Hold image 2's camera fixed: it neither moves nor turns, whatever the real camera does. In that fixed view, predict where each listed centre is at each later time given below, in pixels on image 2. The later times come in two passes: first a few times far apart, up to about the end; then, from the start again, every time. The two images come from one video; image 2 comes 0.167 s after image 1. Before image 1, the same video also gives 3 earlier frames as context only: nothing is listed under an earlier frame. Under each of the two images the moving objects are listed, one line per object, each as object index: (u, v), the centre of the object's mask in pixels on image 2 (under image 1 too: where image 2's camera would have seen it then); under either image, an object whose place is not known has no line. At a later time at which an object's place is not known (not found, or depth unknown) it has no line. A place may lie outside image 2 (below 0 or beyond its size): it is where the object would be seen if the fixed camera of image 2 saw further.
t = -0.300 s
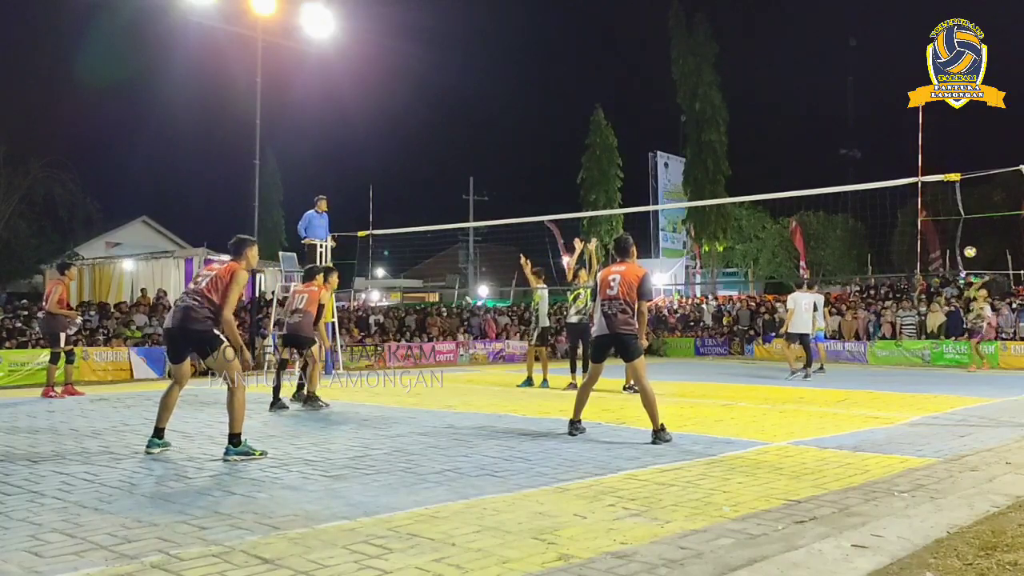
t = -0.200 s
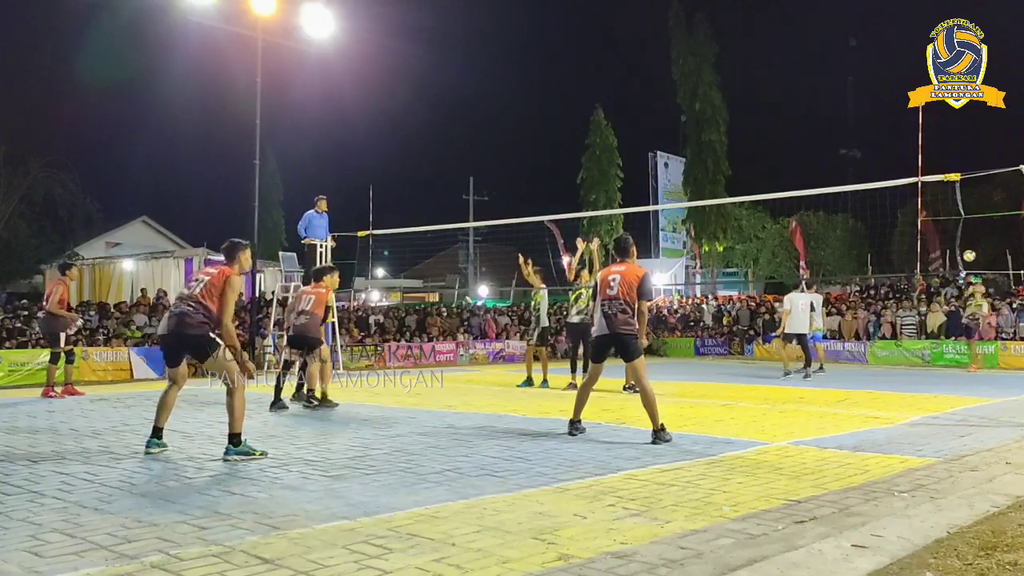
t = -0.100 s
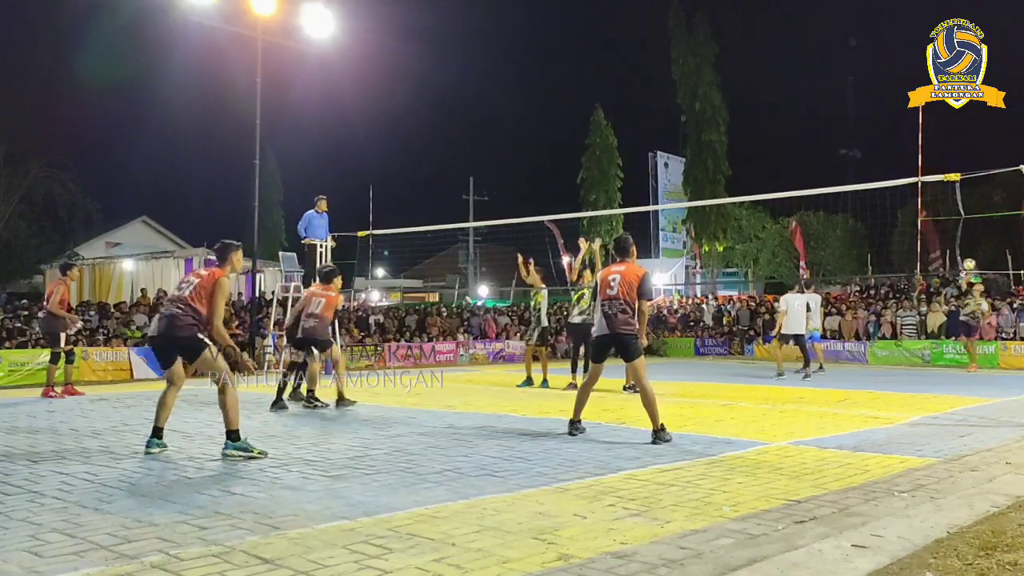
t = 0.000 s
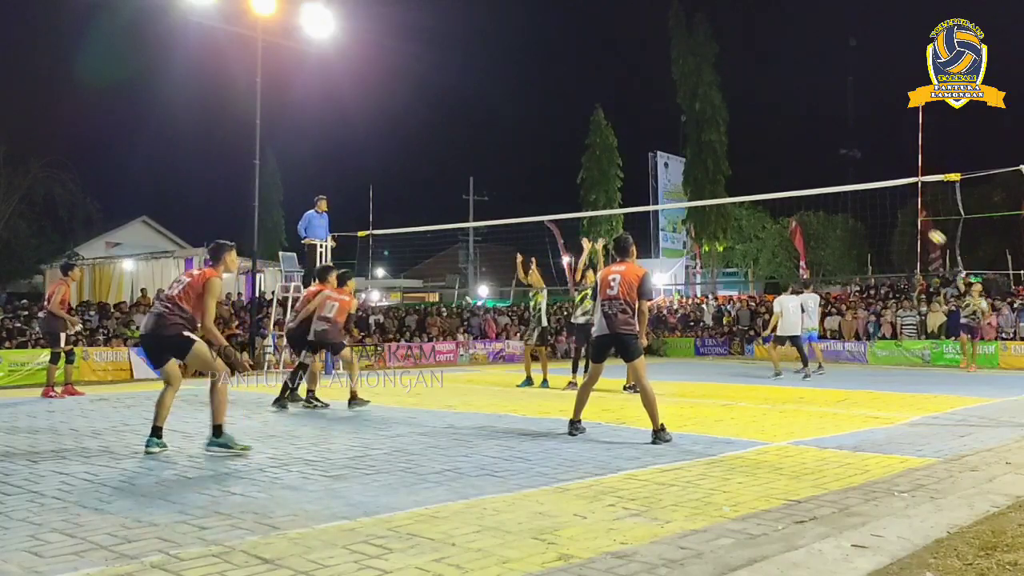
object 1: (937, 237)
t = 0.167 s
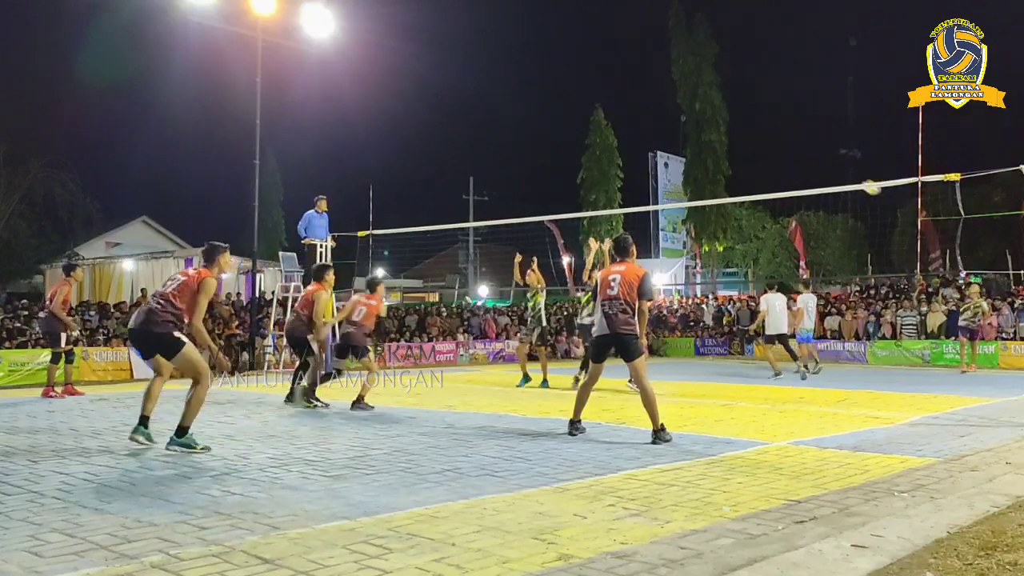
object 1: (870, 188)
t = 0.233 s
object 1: (841, 170)
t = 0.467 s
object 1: (730, 126)
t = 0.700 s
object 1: (603, 111)
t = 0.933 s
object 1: (456, 138)
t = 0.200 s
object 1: (856, 177)
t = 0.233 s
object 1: (841, 170)
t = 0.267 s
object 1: (827, 163)
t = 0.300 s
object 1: (811, 155)
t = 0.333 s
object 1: (795, 149)
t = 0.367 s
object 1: (779, 143)
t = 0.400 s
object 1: (763, 137)
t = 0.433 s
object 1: (746, 131)
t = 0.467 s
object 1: (730, 126)
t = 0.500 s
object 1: (713, 122)
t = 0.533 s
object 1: (694, 119)
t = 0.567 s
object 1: (677, 116)
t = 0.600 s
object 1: (659, 113)
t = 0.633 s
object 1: (641, 112)
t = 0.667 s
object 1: (622, 111)
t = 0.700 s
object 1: (603, 111)
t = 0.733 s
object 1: (583, 112)
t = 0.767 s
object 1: (563, 114)
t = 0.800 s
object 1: (543, 117)
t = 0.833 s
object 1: (521, 121)
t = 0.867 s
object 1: (500, 125)
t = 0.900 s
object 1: (479, 131)
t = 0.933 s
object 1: (456, 138)
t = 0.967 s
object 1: (434, 146)
